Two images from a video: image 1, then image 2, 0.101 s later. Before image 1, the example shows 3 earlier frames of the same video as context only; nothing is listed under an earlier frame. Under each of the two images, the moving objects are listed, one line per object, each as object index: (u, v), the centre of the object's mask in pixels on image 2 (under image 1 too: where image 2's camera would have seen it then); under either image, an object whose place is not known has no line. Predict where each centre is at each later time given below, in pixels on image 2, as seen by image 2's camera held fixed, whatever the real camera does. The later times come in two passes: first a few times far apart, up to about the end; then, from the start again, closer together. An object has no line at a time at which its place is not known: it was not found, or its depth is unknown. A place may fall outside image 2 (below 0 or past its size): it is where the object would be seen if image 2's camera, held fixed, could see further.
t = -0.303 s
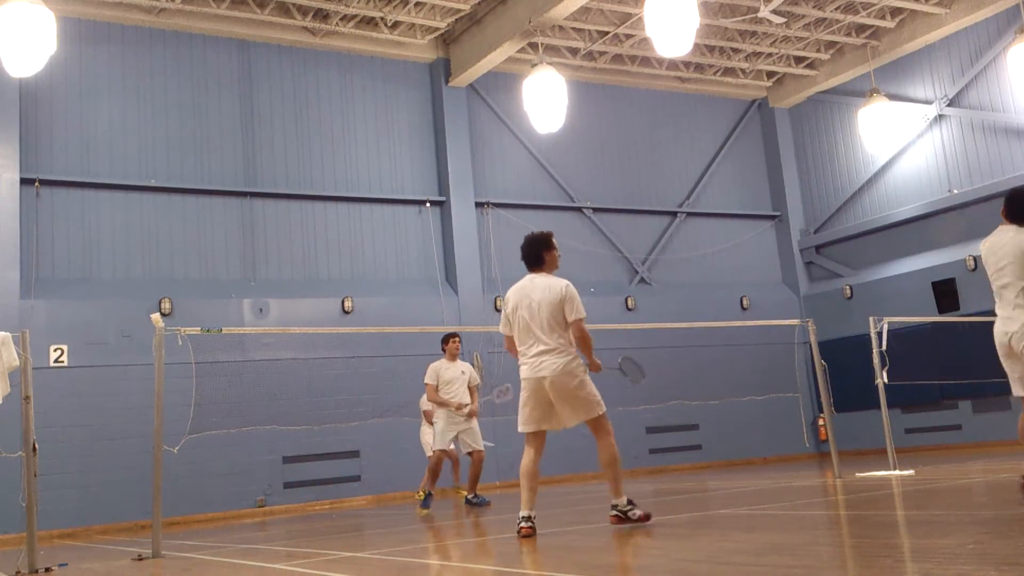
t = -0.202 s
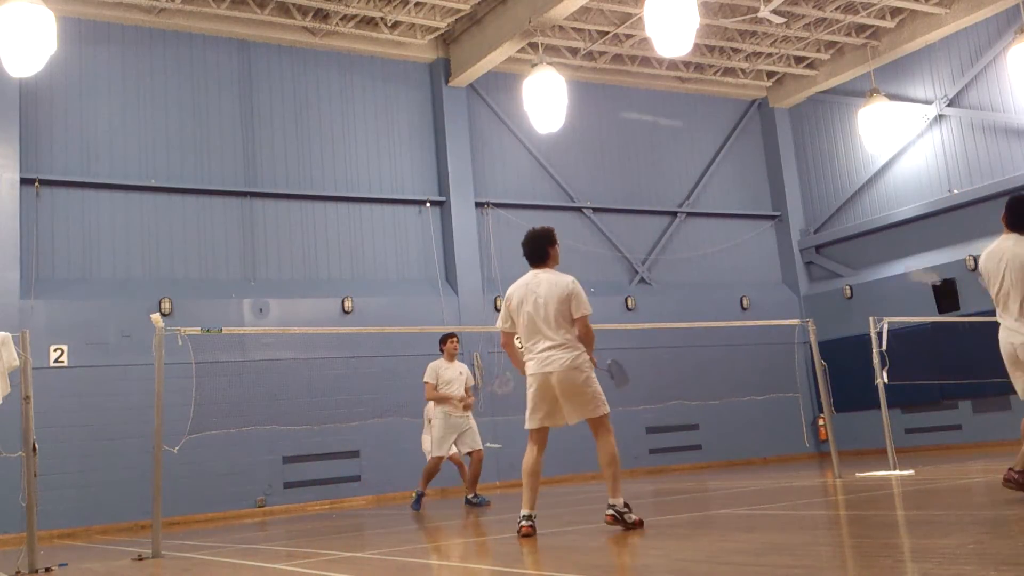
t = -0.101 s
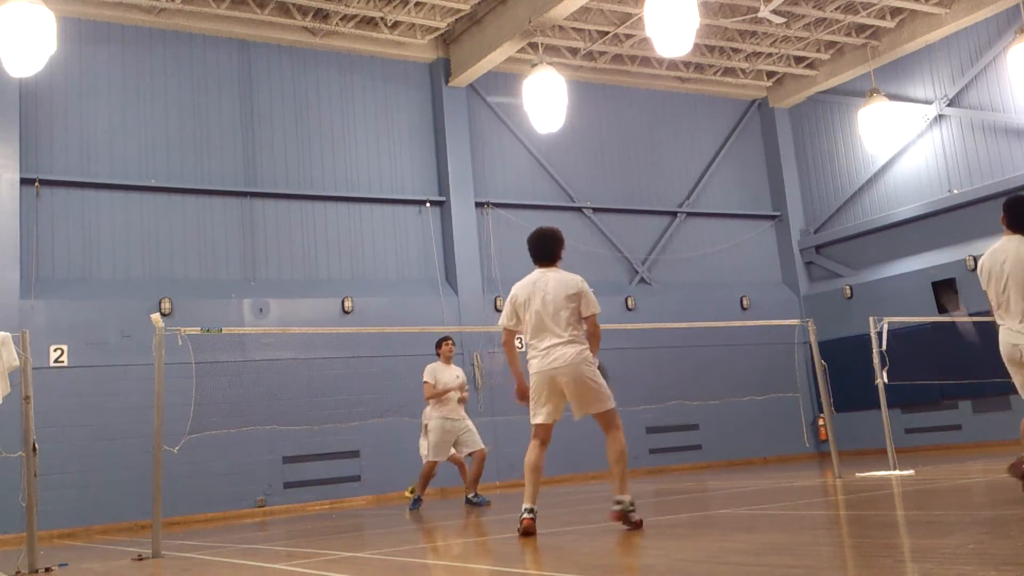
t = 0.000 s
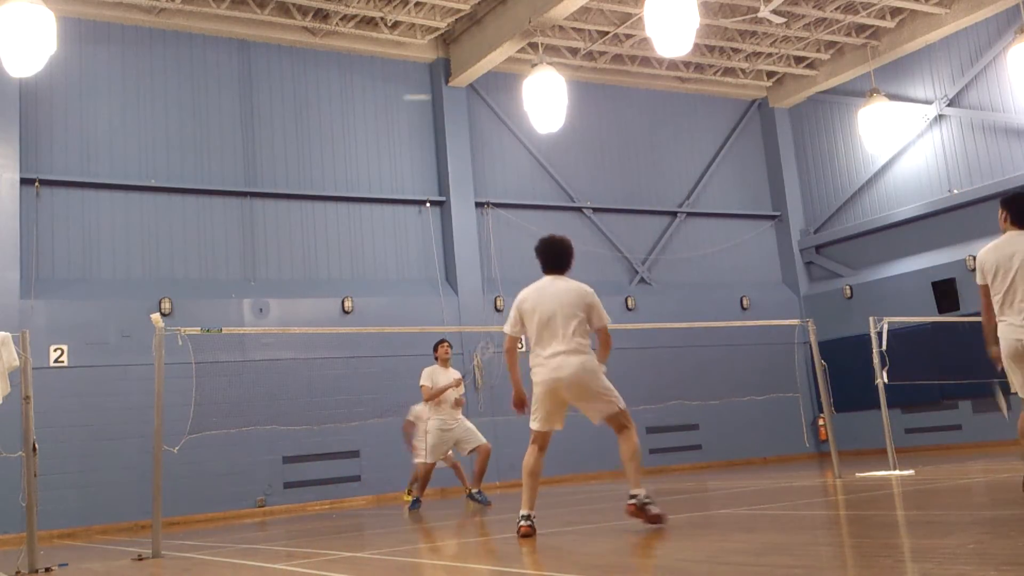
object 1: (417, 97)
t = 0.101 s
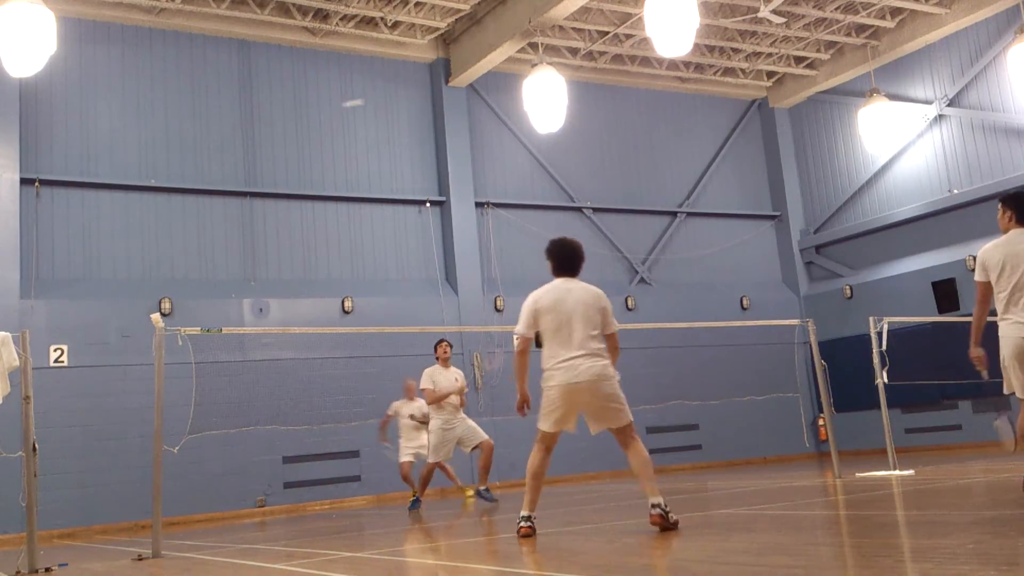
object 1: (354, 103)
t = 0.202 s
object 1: (305, 116)
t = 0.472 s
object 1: (217, 177)
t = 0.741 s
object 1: (164, 270)
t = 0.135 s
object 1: (336, 107)
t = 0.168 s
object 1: (320, 111)
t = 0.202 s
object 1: (305, 116)
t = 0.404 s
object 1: (235, 159)
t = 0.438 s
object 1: (226, 168)
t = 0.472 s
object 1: (217, 177)
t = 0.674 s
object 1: (175, 244)
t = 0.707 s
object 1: (169, 257)
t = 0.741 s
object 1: (164, 270)
